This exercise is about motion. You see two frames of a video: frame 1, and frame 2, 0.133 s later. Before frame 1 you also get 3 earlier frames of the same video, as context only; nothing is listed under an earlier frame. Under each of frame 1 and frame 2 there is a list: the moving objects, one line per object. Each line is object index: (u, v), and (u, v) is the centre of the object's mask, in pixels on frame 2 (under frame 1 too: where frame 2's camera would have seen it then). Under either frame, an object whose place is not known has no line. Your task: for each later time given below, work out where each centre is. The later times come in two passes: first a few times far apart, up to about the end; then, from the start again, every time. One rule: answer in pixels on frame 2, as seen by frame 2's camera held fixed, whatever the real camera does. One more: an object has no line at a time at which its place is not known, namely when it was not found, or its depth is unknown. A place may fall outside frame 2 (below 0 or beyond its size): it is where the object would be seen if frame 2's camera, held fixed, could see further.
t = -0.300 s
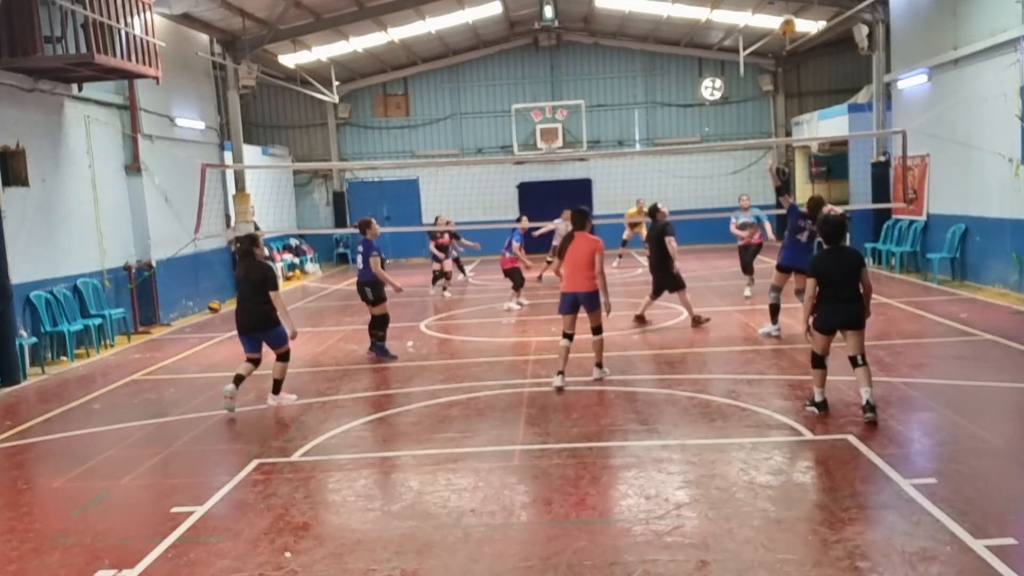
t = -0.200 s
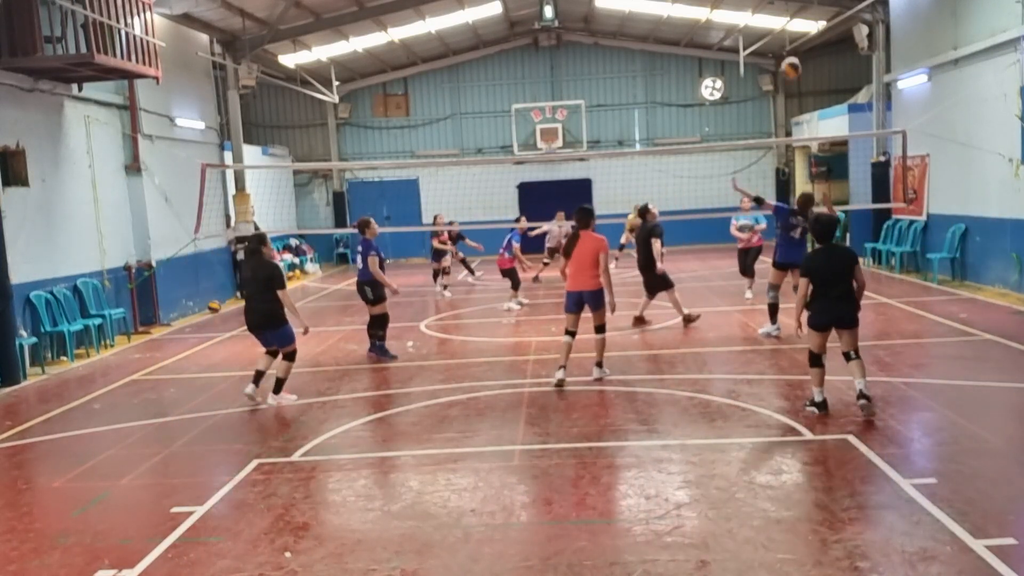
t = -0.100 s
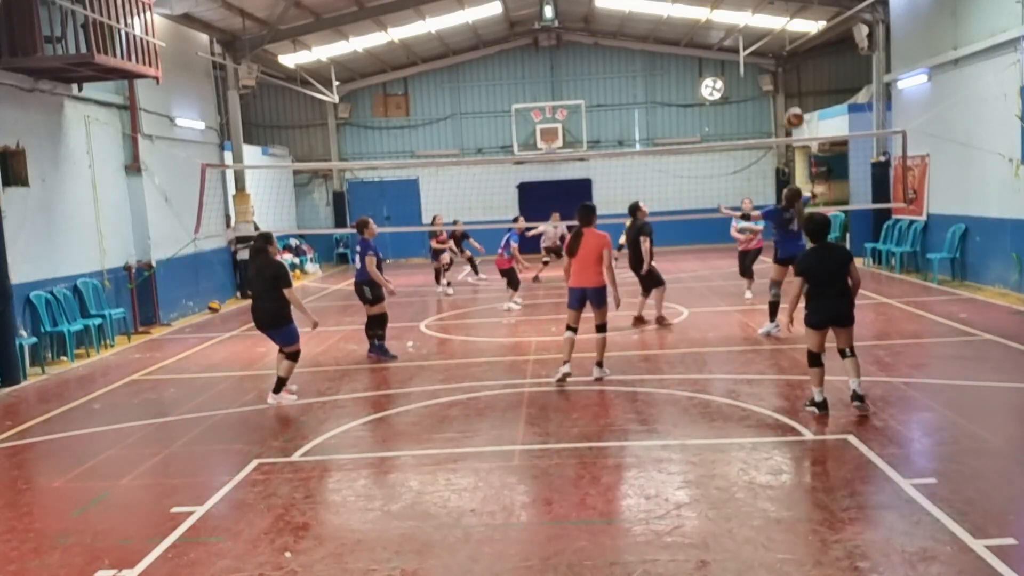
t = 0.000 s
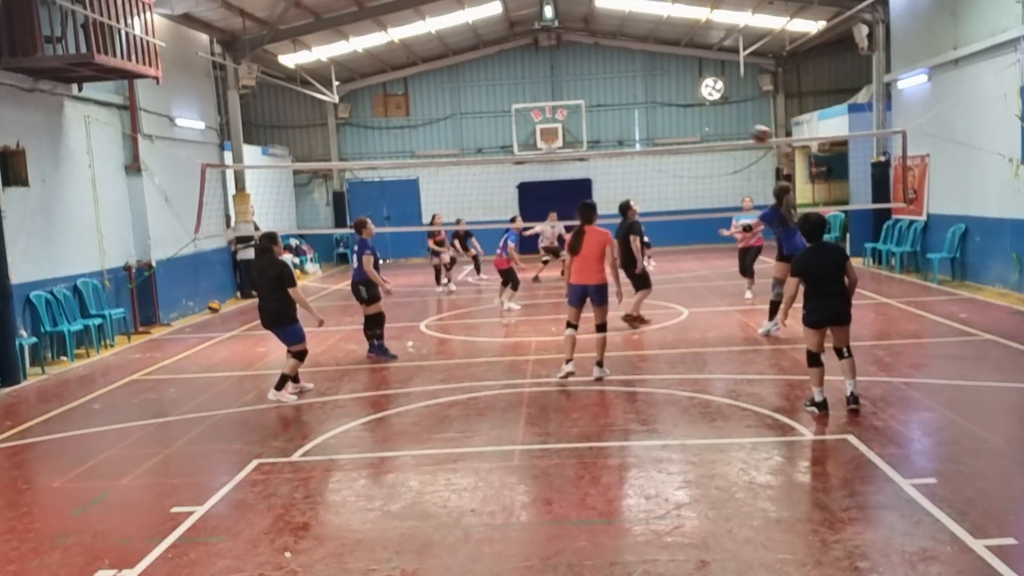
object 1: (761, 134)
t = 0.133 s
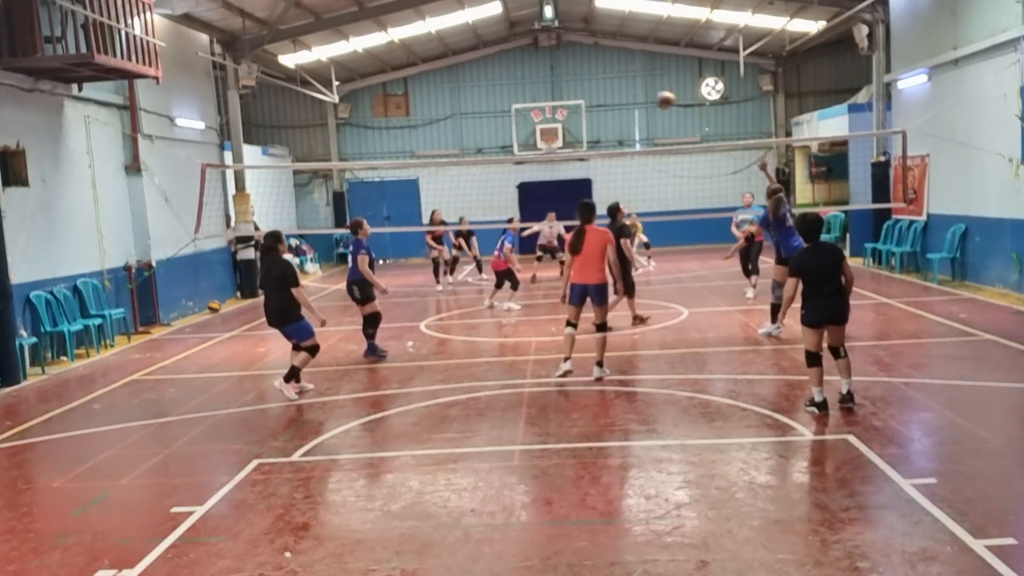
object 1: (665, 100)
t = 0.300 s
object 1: (568, 83)
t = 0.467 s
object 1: (490, 89)
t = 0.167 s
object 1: (645, 94)
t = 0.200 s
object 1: (624, 90)
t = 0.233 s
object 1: (605, 86)
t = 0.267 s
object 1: (586, 85)
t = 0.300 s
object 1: (568, 83)
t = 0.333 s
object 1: (551, 83)
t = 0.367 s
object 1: (535, 84)
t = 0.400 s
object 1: (519, 84)
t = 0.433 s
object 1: (504, 86)
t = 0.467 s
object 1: (490, 89)
